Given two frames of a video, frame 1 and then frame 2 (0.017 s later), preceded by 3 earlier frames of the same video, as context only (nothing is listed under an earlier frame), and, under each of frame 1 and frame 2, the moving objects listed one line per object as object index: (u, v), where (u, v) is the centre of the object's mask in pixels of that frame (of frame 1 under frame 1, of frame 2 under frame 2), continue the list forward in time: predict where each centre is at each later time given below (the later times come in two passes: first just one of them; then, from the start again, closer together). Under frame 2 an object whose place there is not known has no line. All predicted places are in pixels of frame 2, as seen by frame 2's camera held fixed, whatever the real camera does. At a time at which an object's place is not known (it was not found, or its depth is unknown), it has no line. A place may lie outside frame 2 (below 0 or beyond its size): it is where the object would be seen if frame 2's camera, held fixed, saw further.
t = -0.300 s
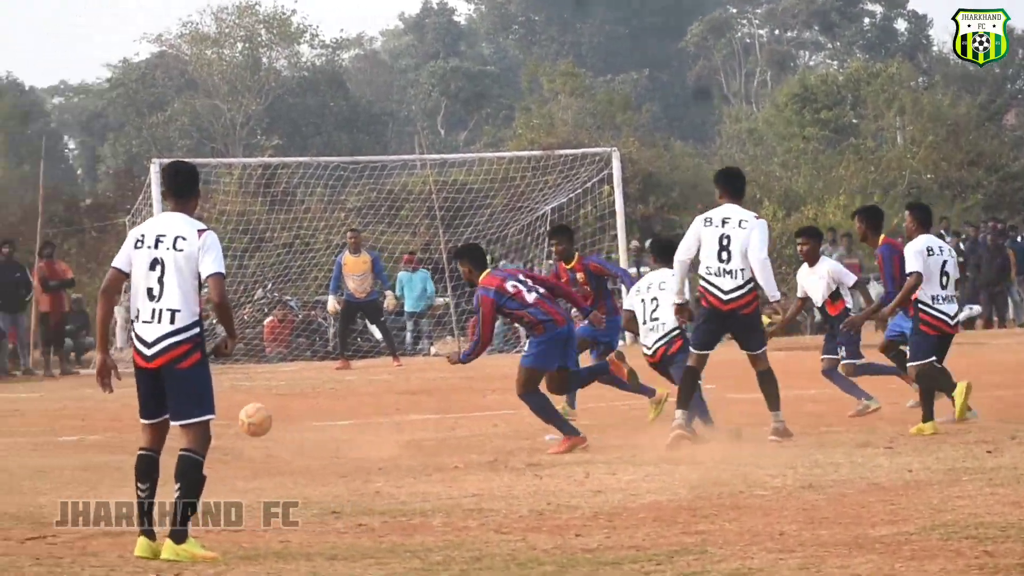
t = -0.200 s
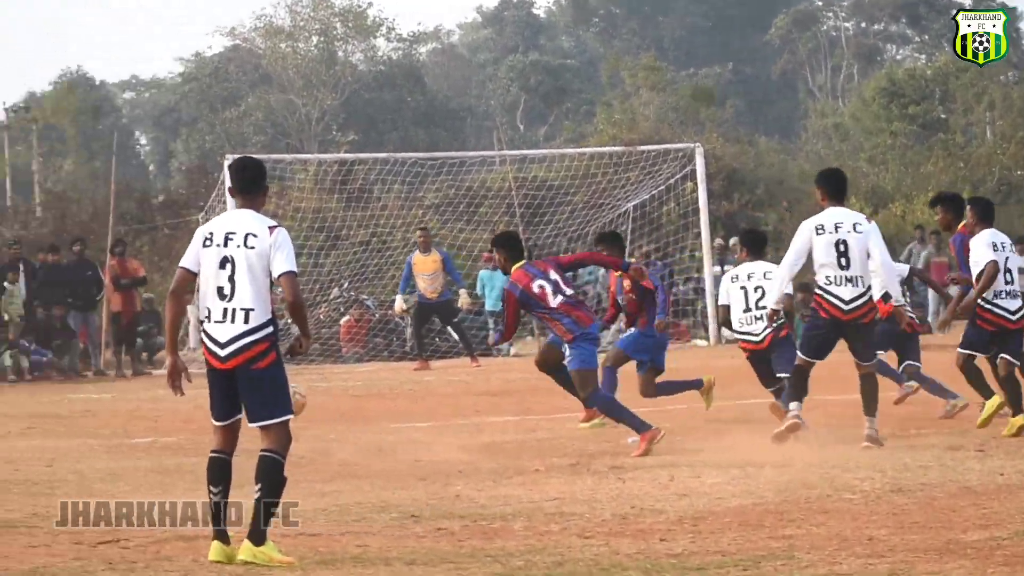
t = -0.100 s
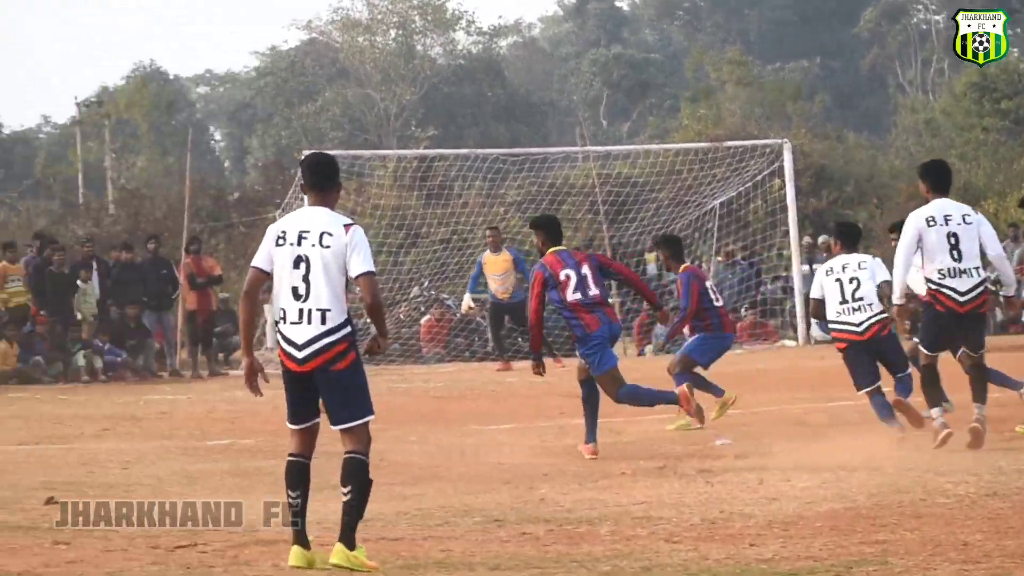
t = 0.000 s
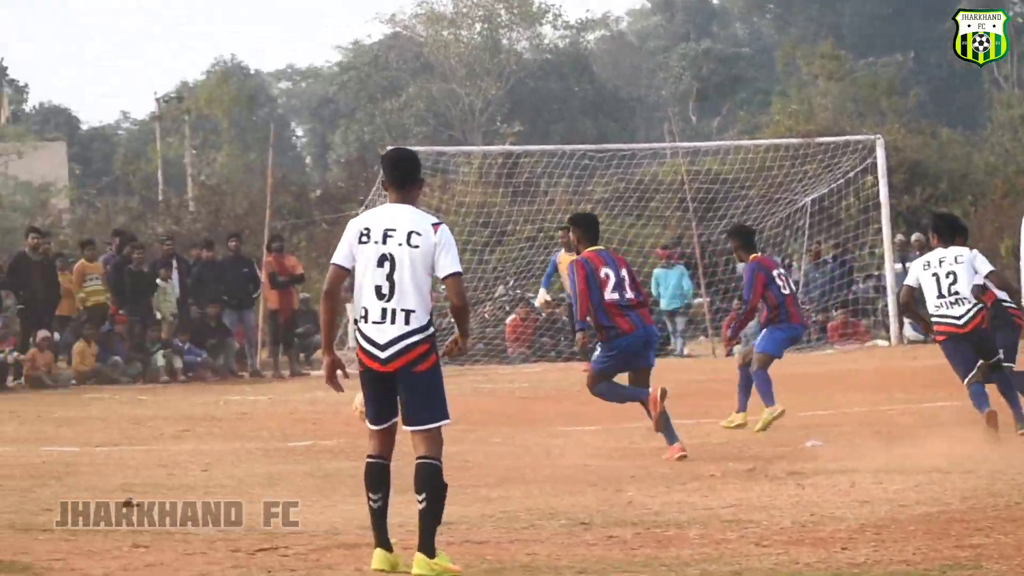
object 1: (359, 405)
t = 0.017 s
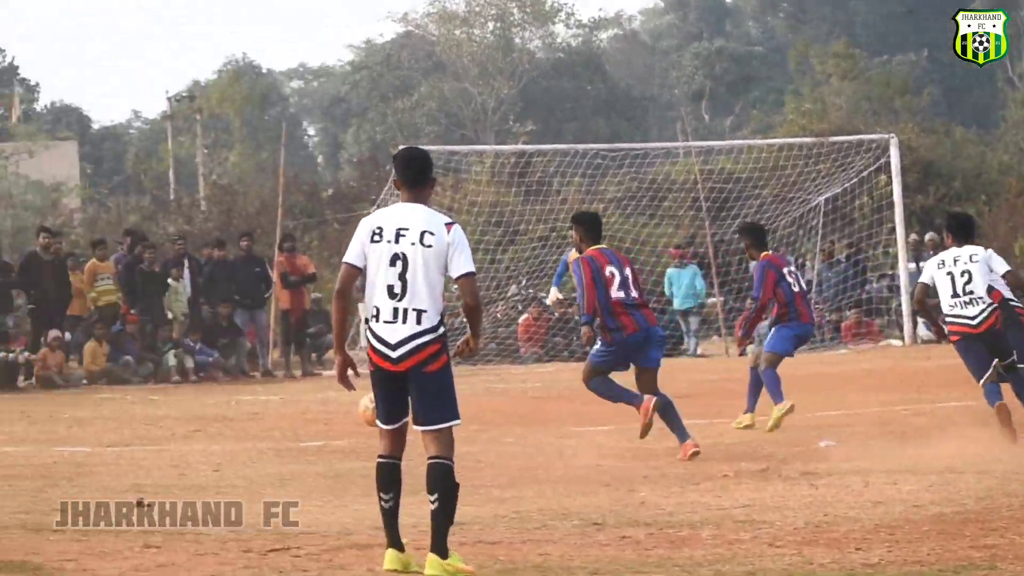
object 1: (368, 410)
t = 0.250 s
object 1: (300, 410)
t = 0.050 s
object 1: (361, 417)
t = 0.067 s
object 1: (356, 422)
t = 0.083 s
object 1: (350, 427)
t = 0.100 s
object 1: (343, 432)
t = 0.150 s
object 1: (328, 426)
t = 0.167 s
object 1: (322, 423)
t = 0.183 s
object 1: (317, 420)
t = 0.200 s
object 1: (314, 417)
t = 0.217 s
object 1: (309, 415)
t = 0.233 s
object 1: (305, 412)
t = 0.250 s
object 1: (300, 410)
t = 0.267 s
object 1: (294, 410)
